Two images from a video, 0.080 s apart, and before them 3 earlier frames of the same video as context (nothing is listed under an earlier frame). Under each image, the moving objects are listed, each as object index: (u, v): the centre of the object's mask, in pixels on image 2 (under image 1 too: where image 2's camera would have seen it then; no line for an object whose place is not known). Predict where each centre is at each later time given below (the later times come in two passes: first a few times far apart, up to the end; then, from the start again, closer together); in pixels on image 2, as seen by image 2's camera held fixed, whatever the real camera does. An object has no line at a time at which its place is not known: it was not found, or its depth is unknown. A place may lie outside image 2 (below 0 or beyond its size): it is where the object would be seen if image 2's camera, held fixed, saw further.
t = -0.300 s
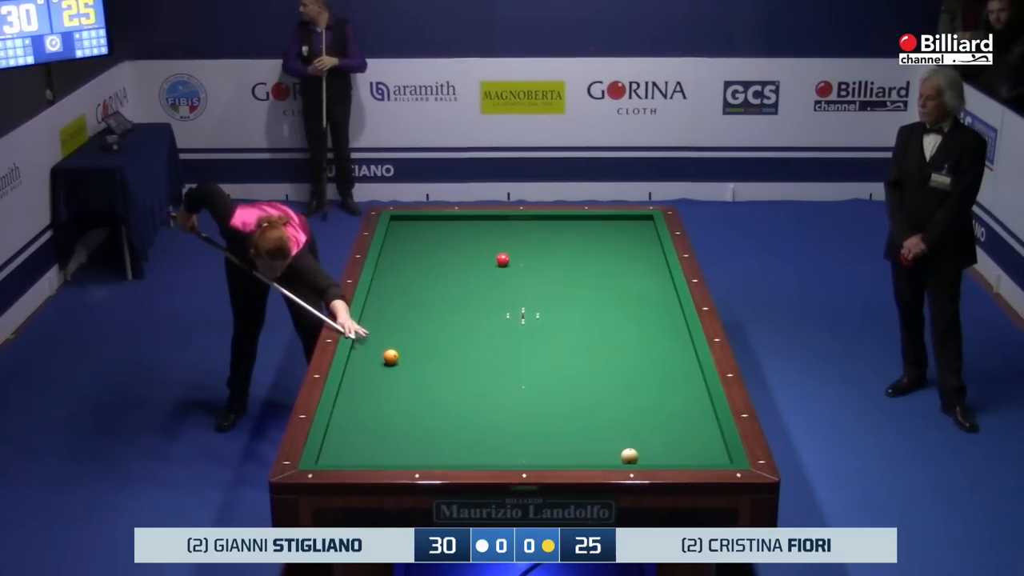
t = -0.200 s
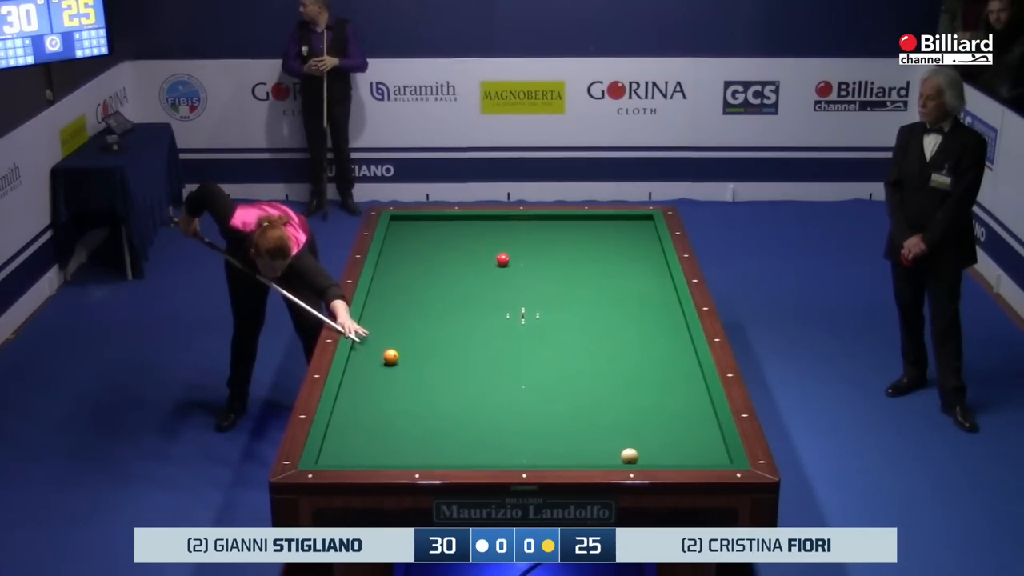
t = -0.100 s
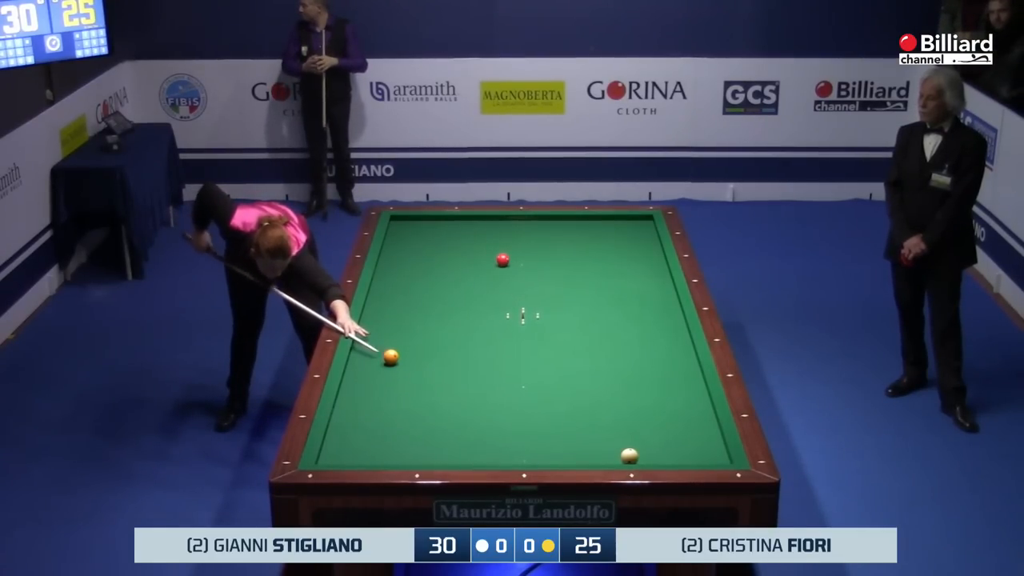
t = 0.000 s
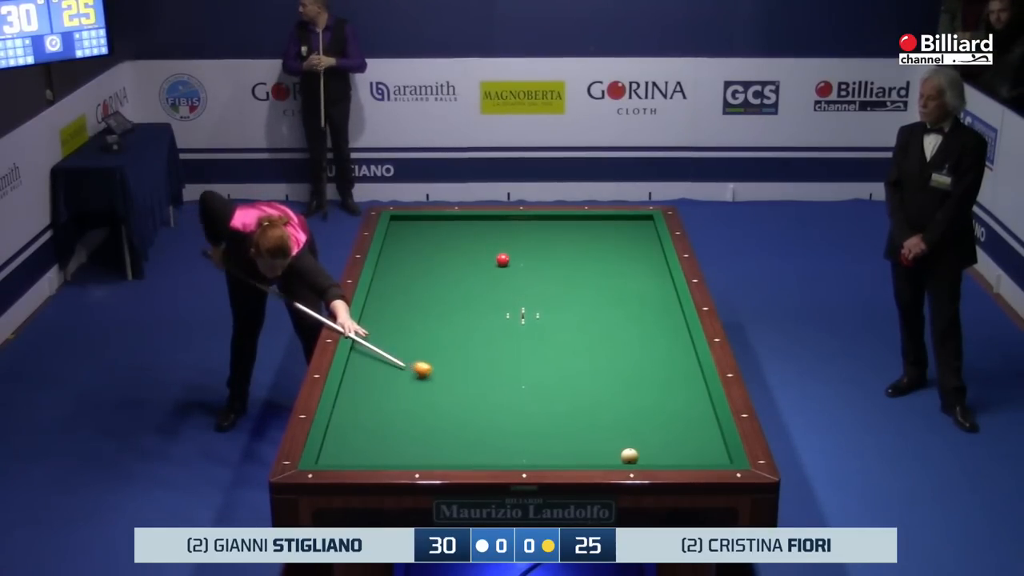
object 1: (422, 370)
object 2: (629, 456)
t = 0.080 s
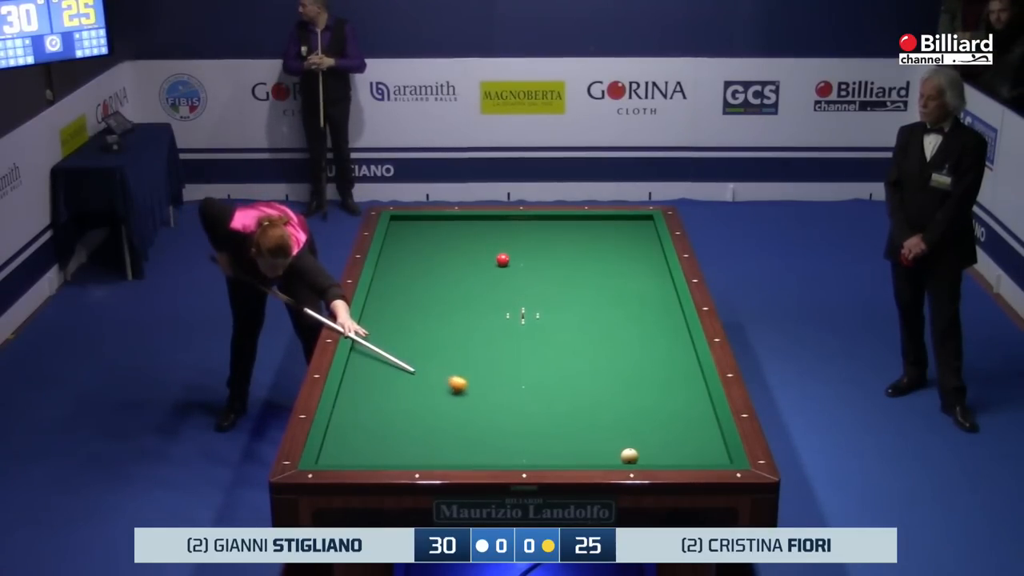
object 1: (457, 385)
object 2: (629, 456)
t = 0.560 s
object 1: (621, 452)
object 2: (655, 453)
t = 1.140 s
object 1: (646, 454)
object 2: (693, 401)
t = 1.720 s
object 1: (668, 455)
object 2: (641, 361)
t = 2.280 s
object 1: (685, 456)
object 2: (598, 328)
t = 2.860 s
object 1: (698, 457)
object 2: (561, 298)
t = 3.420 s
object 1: (708, 458)
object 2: (530, 275)
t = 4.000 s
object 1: (713, 458)
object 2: (517, 255)
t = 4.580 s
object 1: (715, 458)
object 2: (522, 242)
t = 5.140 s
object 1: (715, 458)
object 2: (527, 230)
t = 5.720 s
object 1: (715, 458)
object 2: (530, 220)
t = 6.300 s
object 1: (715, 458)
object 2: (529, 221)
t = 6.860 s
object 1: (715, 458)
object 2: (527, 226)
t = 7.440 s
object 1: (715, 458)
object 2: (525, 229)
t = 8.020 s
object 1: (715, 458)
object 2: (524, 233)
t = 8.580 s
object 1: (715, 458)
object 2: (523, 235)
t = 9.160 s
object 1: (715, 458)
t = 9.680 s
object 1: (715, 458)
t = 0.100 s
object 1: (466, 388)
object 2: (629, 456)
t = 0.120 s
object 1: (475, 392)
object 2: (629, 456)
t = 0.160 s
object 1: (493, 399)
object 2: (629, 456)
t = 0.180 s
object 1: (501, 403)
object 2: (629, 456)
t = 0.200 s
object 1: (510, 407)
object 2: (629, 456)
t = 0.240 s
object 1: (527, 414)
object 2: (629, 456)
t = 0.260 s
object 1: (536, 418)
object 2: (629, 456)
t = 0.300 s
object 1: (553, 425)
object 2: (629, 456)
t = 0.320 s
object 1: (562, 429)
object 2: (629, 456)
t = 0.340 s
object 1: (570, 432)
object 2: (629, 456)
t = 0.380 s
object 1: (586, 439)
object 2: (629, 456)
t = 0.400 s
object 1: (595, 443)
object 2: (629, 456)
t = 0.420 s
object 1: (603, 446)
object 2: (629, 456)
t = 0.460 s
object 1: (616, 452)
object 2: (632, 456)
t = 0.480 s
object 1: (617, 452)
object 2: (639, 458)
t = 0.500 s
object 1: (618, 452)
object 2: (644, 458)
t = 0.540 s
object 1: (620, 452)
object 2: (652, 455)
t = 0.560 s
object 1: (621, 452)
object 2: (655, 453)
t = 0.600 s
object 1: (623, 452)
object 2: (661, 449)
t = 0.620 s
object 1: (624, 452)
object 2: (664, 447)
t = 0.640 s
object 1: (625, 452)
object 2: (667, 444)
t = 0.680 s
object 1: (627, 452)
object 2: (673, 440)
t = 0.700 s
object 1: (627, 452)
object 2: (675, 438)
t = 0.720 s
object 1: (628, 452)
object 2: (677, 436)
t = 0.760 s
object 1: (630, 453)
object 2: (682, 433)
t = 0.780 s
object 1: (631, 453)
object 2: (684, 431)
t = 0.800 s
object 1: (632, 453)
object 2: (687, 429)
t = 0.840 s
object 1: (634, 453)
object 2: (691, 426)
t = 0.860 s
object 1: (635, 453)
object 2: (693, 424)
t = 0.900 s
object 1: (637, 453)
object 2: (698, 421)
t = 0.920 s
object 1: (637, 453)
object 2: (700, 419)
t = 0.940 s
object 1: (638, 453)
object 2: (702, 417)
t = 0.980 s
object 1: (640, 454)
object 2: (706, 414)
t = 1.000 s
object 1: (641, 454)
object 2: (708, 412)
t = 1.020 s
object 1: (642, 454)
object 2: (706, 411)
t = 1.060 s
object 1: (643, 454)
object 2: (701, 407)
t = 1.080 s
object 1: (644, 454)
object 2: (699, 406)
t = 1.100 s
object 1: (645, 454)
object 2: (697, 404)
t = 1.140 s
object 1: (646, 454)
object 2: (693, 401)
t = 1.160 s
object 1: (647, 454)
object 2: (691, 400)
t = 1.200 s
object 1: (649, 454)
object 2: (687, 396)
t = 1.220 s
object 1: (649, 454)
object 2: (685, 395)
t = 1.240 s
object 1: (650, 454)
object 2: (683, 393)
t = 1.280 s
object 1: (652, 455)
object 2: (680, 390)
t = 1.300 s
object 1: (653, 454)
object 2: (678, 389)
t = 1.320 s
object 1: (653, 455)
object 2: (676, 387)
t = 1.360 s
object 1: (655, 455)
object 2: (672, 385)
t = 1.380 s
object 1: (656, 455)
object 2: (670, 383)
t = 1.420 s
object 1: (657, 455)
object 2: (667, 381)
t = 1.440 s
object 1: (658, 455)
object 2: (665, 379)
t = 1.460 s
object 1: (659, 455)
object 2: (663, 378)
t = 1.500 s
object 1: (660, 455)
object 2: (659, 375)
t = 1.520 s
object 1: (661, 455)
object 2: (657, 374)
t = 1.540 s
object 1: (662, 455)
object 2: (656, 372)
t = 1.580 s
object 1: (663, 455)
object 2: (653, 370)
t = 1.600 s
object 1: (664, 455)
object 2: (651, 368)
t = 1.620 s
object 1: (664, 455)
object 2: (649, 367)
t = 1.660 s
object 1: (666, 455)
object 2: (646, 364)
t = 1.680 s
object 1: (667, 455)
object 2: (644, 363)
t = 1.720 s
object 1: (668, 455)
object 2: (641, 361)
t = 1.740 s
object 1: (668, 455)
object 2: (639, 359)
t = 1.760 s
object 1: (669, 456)
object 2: (638, 358)
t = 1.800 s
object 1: (671, 456)
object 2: (634, 355)
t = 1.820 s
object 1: (671, 456)
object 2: (633, 354)
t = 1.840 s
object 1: (672, 456)
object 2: (631, 353)
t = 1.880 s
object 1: (673, 456)
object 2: (628, 351)
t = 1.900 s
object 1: (674, 456)
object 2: (626, 349)
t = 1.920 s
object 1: (674, 456)
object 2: (625, 348)
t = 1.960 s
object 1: (676, 456)
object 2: (622, 346)
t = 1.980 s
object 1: (676, 456)
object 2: (620, 345)
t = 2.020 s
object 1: (678, 456)
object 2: (617, 342)
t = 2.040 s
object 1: (678, 456)
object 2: (616, 341)
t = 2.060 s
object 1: (679, 456)
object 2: (614, 340)
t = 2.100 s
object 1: (680, 456)
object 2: (611, 338)
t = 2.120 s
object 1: (681, 456)
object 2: (610, 337)
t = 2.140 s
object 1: (681, 456)
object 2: (608, 335)
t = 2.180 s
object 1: (682, 456)
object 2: (606, 333)
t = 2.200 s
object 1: (683, 456)
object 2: (604, 332)
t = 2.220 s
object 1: (683, 456)
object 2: (603, 331)
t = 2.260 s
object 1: (684, 456)
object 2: (600, 329)
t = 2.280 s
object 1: (685, 456)
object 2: (598, 328)
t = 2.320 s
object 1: (686, 457)
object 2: (596, 325)
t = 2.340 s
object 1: (686, 456)
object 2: (594, 324)
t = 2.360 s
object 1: (687, 457)
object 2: (593, 323)
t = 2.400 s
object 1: (688, 457)
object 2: (590, 321)
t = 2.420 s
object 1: (689, 457)
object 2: (589, 320)
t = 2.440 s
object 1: (689, 457)
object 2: (588, 319)
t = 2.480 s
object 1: (690, 457)
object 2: (585, 317)
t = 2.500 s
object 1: (691, 457)
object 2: (584, 316)
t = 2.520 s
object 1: (691, 457)
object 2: (582, 315)
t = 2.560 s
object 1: (692, 457)
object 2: (580, 313)
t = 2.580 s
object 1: (692, 457)
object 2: (578, 312)
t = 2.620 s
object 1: (693, 457)
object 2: (576, 310)
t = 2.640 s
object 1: (694, 457)
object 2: (575, 309)
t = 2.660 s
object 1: (694, 457)
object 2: (573, 308)
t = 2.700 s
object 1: (695, 457)
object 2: (571, 306)
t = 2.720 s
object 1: (695, 457)
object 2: (569, 305)
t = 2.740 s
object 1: (696, 457)
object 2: (568, 304)
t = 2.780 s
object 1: (697, 457)
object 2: (566, 302)
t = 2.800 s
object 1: (697, 457)
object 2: (565, 301)
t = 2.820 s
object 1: (698, 457)
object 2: (563, 300)
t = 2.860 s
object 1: (698, 457)
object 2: (561, 298)
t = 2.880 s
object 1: (699, 457)
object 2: (560, 298)
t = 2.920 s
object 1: (700, 457)
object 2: (558, 295)
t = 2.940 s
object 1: (700, 457)
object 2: (557, 295)
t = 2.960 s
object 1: (700, 458)
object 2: (556, 294)
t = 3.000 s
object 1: (701, 458)
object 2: (553, 292)
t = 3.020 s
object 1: (701, 458)
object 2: (552, 292)
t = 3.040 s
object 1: (702, 458)
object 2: (551, 291)
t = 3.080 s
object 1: (703, 458)
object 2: (549, 289)
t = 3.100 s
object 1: (703, 458)
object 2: (547, 288)
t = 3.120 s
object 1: (703, 458)
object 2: (546, 287)
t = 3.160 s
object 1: (704, 458)
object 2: (544, 285)
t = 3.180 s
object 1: (704, 458)
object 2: (543, 285)
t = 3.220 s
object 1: (705, 458)
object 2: (541, 283)
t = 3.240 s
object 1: (705, 458)
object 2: (540, 282)
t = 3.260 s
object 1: (705, 458)
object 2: (539, 281)
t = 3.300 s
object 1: (706, 458)
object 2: (537, 279)
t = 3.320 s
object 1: (706, 458)
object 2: (536, 279)
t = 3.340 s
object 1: (707, 458)
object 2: (534, 278)
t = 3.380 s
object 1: (707, 458)
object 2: (532, 276)
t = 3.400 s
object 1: (707, 458)
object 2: (531, 275)
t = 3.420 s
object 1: (708, 458)
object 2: (530, 275)
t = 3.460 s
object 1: (708, 458)
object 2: (528, 273)
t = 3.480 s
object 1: (709, 458)
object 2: (527, 272)
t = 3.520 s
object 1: (709, 458)
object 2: (525, 271)
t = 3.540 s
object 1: (709, 458)
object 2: (524, 270)
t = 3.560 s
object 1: (710, 458)
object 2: (523, 269)
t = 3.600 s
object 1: (710, 458)
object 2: (521, 268)
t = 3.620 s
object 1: (710, 458)
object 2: (521, 267)
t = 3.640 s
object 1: (710, 458)
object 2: (519, 266)
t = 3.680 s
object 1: (711, 458)
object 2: (517, 264)
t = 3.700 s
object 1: (711, 458)
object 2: (516, 264)
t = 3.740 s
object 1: (712, 458)
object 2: (515, 262)
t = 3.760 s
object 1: (712, 458)
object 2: (514, 262)
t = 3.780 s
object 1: (712, 458)
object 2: (515, 261)
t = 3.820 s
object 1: (712, 458)
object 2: (515, 260)
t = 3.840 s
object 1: (712, 458)
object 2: (516, 259)
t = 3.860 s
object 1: (712, 458)
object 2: (516, 259)
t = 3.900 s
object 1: (713, 458)
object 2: (516, 258)
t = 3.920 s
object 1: (713, 458)
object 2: (516, 257)
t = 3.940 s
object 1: (713, 458)
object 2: (517, 257)
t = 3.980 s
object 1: (713, 458)
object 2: (517, 256)
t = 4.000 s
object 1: (713, 458)
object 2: (517, 255)
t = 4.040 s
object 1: (714, 458)
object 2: (517, 255)
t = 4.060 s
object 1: (714, 458)
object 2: (518, 254)
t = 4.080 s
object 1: (714, 458)
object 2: (518, 254)
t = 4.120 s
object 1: (714, 458)
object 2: (518, 253)
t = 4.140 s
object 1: (714, 458)
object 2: (518, 252)
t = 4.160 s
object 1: (714, 458)
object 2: (519, 251)
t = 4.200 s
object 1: (714, 458)
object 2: (519, 251)
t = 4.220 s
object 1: (714, 458)
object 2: (519, 250)
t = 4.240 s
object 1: (715, 458)
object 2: (519, 250)
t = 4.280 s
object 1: (715, 458)
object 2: (520, 249)
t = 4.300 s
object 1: (715, 458)
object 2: (520, 248)
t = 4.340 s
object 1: (715, 458)
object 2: (520, 247)
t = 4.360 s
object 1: (715, 458)
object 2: (520, 247)
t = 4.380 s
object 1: (715, 458)
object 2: (520, 246)
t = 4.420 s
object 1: (715, 458)
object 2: (521, 245)
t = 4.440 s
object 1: (715, 458)
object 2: (521, 245)
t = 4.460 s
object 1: (715, 458)
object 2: (521, 245)
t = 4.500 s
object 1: (715, 458)
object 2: (521, 244)
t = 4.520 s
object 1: (715, 458)
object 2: (521, 243)
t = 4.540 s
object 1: (715, 458)
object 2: (522, 243)
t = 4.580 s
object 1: (715, 458)
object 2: (522, 242)
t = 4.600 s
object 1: (715, 458)
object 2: (522, 242)
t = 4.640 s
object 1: (715, 458)
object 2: (523, 241)
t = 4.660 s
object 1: (715, 458)
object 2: (523, 240)
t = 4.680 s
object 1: (715, 458)
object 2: (523, 240)
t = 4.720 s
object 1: (715, 458)
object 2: (523, 239)
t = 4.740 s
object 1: (715, 458)
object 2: (524, 238)
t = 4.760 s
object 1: (715, 458)
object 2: (524, 238)
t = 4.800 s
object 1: (715, 458)
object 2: (524, 237)
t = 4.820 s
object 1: (715, 458)
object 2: (524, 237)
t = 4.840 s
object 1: (715, 458)
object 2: (524, 236)
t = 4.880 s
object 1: (715, 458)
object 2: (525, 236)
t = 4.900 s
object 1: (715, 458)
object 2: (525, 235)
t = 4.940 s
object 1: (715, 458)
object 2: (525, 234)
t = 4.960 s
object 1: (715, 458)
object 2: (525, 234)
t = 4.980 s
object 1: (715, 458)
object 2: (525, 233)
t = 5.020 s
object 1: (715, 458)
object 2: (526, 233)
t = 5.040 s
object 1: (715, 458)
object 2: (526, 232)
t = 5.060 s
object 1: (715, 458)
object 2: (526, 232)
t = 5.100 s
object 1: (715, 458)
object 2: (526, 231)
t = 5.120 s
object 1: (715, 458)
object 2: (526, 231)
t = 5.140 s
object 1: (715, 458)
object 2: (527, 230)
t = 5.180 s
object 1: (715, 458)
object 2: (527, 230)
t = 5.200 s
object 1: (715, 458)
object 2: (527, 229)
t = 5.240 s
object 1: (715, 458)
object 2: (527, 229)
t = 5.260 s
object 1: (715, 458)
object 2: (527, 228)
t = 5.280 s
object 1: (715, 458)
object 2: (527, 228)
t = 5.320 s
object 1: (715, 458)
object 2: (528, 227)
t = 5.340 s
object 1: (715, 458)
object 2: (528, 226)
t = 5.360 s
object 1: (715, 458)
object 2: (528, 226)
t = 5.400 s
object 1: (715, 458)
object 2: (528, 226)
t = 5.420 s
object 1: (715, 458)
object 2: (528, 225)
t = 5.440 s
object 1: (715, 458)
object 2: (528, 225)
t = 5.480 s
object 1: (715, 458)
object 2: (529, 224)
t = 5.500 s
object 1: (715, 458)
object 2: (529, 224)
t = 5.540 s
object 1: (715, 458)
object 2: (529, 223)
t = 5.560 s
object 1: (715, 458)
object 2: (529, 223)
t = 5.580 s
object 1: (715, 458)
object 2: (529, 222)
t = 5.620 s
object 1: (715, 458)
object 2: (530, 222)
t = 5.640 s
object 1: (715, 458)
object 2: (530, 221)
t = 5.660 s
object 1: (715, 458)
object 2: (530, 221)
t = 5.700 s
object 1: (715, 458)
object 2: (530, 220)
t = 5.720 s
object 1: (715, 458)
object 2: (530, 220)
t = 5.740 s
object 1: (715, 458)
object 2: (530, 219)
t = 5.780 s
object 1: (715, 458)
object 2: (530, 219)
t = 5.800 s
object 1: (715, 458)
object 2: (531, 218)
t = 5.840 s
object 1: (715, 458)
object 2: (531, 218)
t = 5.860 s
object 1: (715, 458)
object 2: (531, 218)
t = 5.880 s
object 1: (715, 458)
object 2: (531, 217)
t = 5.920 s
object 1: (715, 458)
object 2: (531, 218)
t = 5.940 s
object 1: (715, 458)
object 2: (531, 218)
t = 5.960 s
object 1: (715, 458)
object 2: (531, 218)
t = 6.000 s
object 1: (715, 458)
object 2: (531, 218)
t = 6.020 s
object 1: (715, 458)
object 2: (531, 218)
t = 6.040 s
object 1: (715, 458)
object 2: (530, 218)
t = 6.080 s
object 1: (715, 458)
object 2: (530, 219)
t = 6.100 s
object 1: (715, 458)
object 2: (530, 219)
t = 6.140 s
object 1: (715, 458)
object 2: (530, 219)
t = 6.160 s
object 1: (715, 458)
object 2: (530, 220)
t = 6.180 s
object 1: (715, 458)
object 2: (530, 220)
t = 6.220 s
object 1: (715, 458)
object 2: (530, 220)
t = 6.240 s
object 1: (715, 458)
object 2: (530, 220)
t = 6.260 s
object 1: (715, 458)
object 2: (530, 220)
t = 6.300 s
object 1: (715, 458)
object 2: (529, 221)
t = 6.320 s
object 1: (715, 458)
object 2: (529, 221)
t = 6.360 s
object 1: (715, 458)
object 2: (529, 222)
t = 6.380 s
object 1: (715, 458)
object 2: (529, 222)
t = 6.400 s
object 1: (715, 458)
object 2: (529, 222)
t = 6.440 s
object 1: (715, 458)
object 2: (529, 222)
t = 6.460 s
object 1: (715, 458)
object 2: (529, 222)
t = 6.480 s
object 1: (715, 458)
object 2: (529, 223)
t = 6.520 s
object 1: (715, 458)
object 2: (529, 223)
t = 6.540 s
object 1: (715, 458)
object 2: (529, 223)
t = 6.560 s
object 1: (715, 458)
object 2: (529, 223)
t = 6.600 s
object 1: (715, 458)
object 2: (528, 223)
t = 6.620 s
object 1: (715, 458)
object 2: (528, 223)
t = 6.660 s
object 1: (715, 458)
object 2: (528, 224)
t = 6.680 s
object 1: (715, 458)
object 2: (528, 224)
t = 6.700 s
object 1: (715, 458)
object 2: (528, 224)
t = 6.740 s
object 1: (715, 458)
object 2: (528, 224)
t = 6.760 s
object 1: (715, 458)
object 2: (528, 225)
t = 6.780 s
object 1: (715, 458)
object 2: (528, 225)
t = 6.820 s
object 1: (715, 458)
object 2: (528, 225)
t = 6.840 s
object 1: (715, 458)
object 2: (528, 225)
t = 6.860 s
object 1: (715, 458)
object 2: (527, 226)
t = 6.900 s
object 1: (715, 458)
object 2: (527, 226)
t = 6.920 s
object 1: (715, 458)
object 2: (527, 226)
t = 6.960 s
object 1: (715, 458)
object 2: (527, 226)
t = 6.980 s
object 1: (715, 458)
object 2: (527, 226)
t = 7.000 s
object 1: (715, 458)
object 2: (527, 226)
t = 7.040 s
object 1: (715, 458)
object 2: (527, 227)
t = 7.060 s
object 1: (715, 458)
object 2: (527, 227)
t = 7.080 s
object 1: (715, 458)
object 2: (526, 227)
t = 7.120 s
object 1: (715, 458)
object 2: (526, 227)
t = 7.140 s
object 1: (715, 458)
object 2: (526, 227)
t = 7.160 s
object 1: (715, 458)
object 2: (526, 228)
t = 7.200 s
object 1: (715, 458)
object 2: (526, 228)
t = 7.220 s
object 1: (715, 458)
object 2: (526, 228)
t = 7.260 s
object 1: (715, 458)
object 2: (526, 228)
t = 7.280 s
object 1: (715, 458)
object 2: (526, 228)
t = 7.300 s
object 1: (715, 458)
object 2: (526, 228)
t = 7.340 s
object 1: (715, 458)
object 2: (526, 229)
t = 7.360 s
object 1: (715, 458)
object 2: (526, 229)
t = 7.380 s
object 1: (715, 458)
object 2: (526, 229)
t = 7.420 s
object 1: (715, 458)
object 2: (525, 229)
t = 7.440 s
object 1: (715, 458)
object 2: (525, 229)
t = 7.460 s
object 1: (715, 458)
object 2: (525, 230)
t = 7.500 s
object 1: (715, 458)
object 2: (525, 230)
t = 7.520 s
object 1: (715, 458)
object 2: (525, 230)
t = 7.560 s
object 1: (715, 458)
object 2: (525, 230)
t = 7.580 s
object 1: (715, 458)
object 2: (525, 230)
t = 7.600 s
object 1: (715, 458)
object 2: (525, 230)
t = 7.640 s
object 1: (715, 458)
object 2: (525, 231)
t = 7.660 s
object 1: (715, 458)
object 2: (525, 231)
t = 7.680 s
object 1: (715, 458)
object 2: (525, 231)
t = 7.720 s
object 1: (715, 458)
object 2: (525, 231)
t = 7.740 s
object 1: (715, 458)
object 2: (525, 231)
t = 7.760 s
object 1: (715, 458)
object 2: (525, 231)
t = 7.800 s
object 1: (715, 458)
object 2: (525, 232)
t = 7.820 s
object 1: (715, 458)
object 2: (524, 232)
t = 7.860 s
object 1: (715, 458)
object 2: (524, 232)
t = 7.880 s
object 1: (715, 458)
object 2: (524, 232)
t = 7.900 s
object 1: (715, 458)
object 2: (524, 232)
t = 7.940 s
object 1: (715, 458)
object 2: (524, 232)
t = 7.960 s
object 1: (715, 458)
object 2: (524, 232)
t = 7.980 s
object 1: (715, 458)
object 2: (524, 232)
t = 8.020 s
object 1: (715, 458)
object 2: (524, 233)
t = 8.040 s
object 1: (715, 458)
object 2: (524, 233)
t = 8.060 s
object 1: (715, 458)
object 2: (524, 233)
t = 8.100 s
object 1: (715, 458)
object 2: (524, 233)
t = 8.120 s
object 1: (715, 458)
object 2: (524, 233)
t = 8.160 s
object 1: (715, 458)
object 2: (524, 233)
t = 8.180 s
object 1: (715, 458)
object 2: (524, 234)
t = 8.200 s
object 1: (715, 458)
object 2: (524, 234)
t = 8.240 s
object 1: (715, 458)
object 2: (524, 234)
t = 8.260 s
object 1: (715, 458)
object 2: (524, 234)
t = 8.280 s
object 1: (715, 458)
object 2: (523, 234)
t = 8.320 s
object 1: (715, 458)
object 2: (523, 234)
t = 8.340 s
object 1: (715, 458)
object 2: (523, 234)
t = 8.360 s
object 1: (715, 458)
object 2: (523, 234)
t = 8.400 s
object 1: (715, 458)
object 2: (523, 234)
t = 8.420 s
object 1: (715, 458)
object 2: (523, 235)
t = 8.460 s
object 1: (715, 458)
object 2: (523, 235)
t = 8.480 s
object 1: (715, 458)
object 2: (523, 235)
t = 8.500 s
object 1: (715, 458)
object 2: (523, 235)
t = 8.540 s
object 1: (715, 458)
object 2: (523, 235)
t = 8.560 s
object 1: (715, 458)
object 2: (523, 235)
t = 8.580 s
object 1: (715, 458)
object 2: (523, 235)
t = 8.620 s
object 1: (715, 458)
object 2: (523, 235)
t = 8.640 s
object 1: (715, 458)
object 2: (523, 235)
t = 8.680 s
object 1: (715, 458)
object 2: (523, 235)
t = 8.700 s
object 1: (715, 458)
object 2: (523, 236)
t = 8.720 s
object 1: (715, 458)
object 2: (523, 236)
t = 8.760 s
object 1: (715, 458)
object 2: (523, 236)
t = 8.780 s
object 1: (715, 458)
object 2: (523, 236)
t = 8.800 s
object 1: (715, 458)
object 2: (523, 236)
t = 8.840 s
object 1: (715, 458)
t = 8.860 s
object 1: (715, 458)
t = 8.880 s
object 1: (715, 458)
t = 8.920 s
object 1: (715, 458)
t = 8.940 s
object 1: (715, 458)
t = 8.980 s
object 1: (715, 458)
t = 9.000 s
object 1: (715, 458)
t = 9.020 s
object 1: (715, 458)
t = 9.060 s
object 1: (715, 458)
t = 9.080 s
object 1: (715, 458)
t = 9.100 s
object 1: (715, 458)
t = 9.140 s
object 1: (715, 458)
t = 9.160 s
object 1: (715, 458)
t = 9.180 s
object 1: (715, 458)
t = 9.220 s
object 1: (715, 458)
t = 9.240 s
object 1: (715, 458)
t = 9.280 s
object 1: (715, 458)
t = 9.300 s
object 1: (715, 458)
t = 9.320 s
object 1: (715, 458)
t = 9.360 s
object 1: (715, 458)
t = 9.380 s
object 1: (715, 458)
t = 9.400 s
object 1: (715, 458)
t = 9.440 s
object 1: (715, 458)
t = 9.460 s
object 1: (715, 458)
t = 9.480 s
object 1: (715, 458)
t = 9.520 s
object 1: (715, 458)
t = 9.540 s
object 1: (715, 458)
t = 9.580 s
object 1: (715, 458)
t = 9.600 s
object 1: (715, 458)
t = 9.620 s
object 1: (715, 458)
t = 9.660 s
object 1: (715, 458)
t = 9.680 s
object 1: (715, 458)
